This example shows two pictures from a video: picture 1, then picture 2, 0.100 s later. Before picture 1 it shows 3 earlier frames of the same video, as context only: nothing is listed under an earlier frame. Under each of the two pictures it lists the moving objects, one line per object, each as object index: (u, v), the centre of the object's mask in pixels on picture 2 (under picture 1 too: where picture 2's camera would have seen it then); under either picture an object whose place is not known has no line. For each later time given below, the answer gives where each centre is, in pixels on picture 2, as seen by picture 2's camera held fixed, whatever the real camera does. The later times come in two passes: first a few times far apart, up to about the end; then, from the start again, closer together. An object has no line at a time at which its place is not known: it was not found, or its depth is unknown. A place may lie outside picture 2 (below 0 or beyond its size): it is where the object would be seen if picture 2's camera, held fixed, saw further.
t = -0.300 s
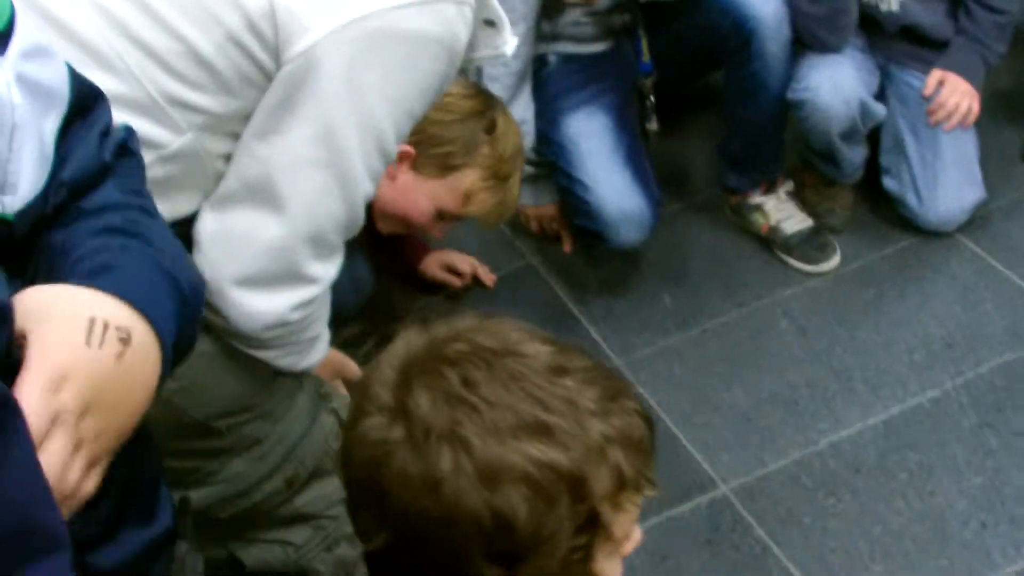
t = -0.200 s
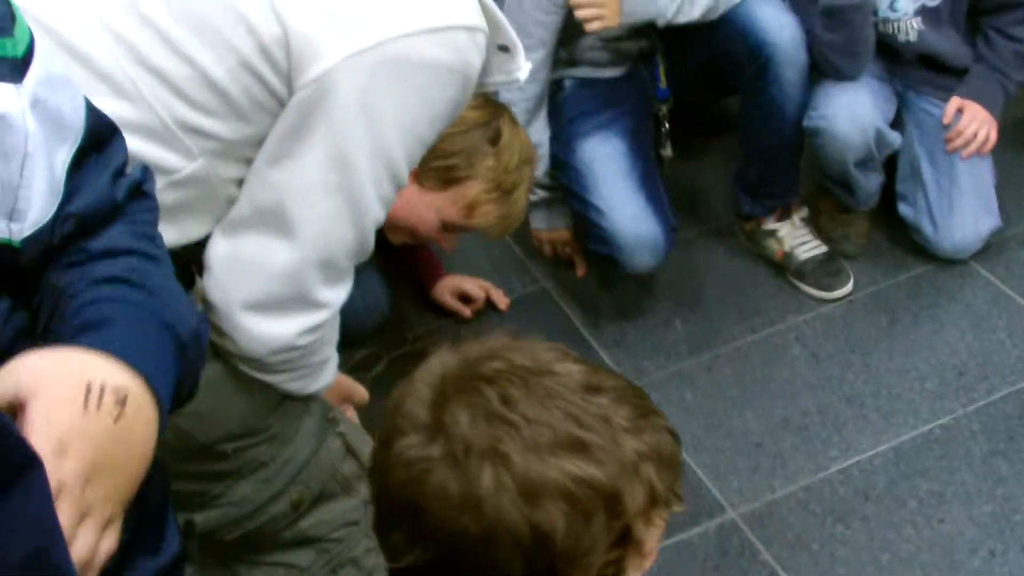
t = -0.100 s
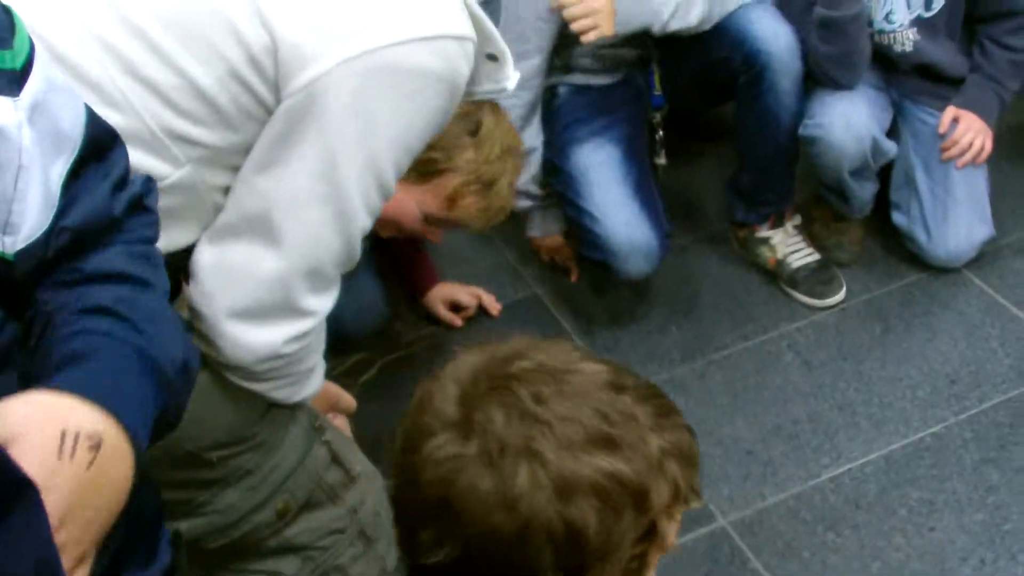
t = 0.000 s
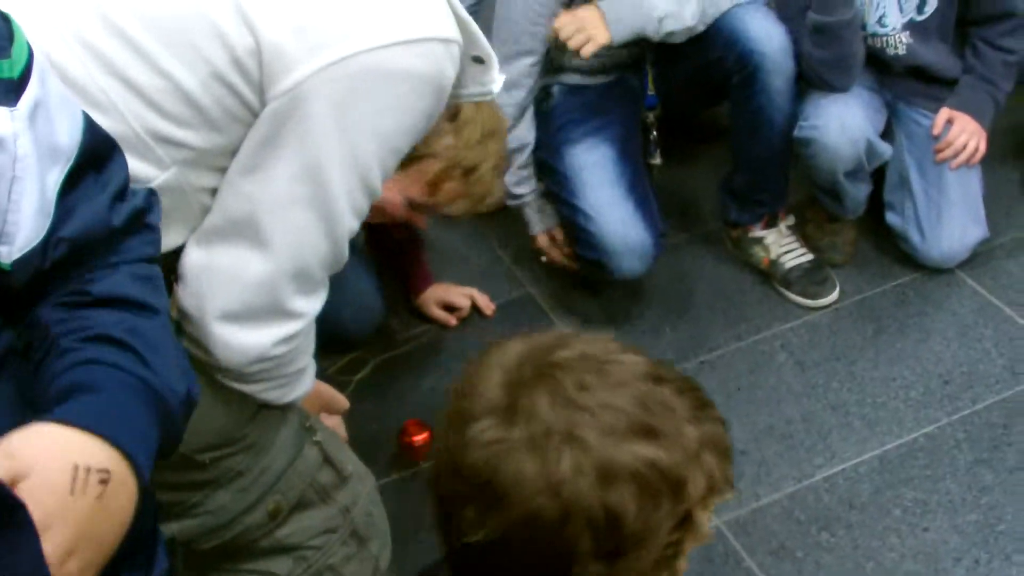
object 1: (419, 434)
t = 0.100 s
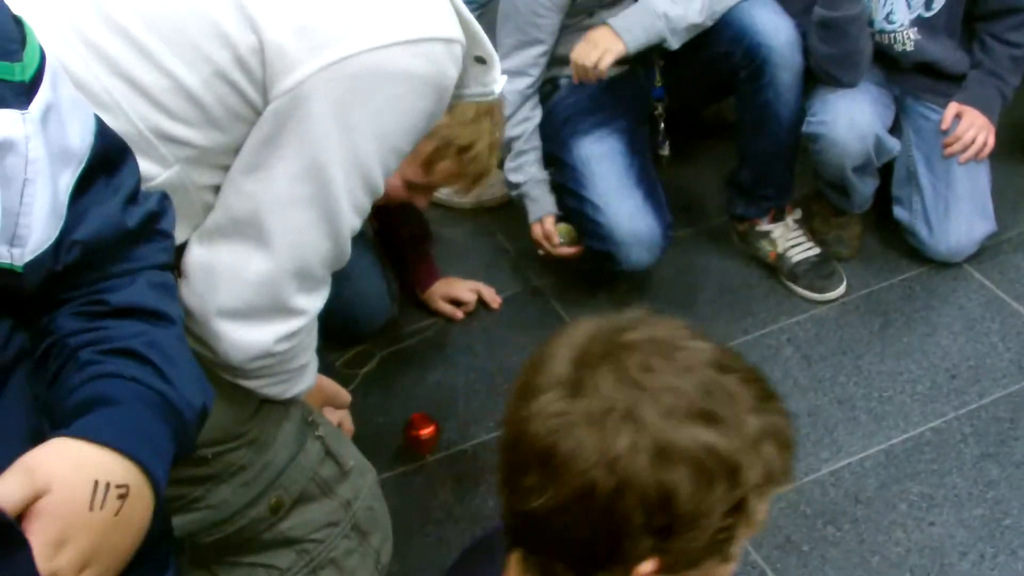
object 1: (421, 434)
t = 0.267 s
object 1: (426, 432)
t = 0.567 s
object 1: (425, 433)
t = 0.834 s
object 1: (425, 437)
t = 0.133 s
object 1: (421, 434)
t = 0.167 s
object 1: (422, 434)
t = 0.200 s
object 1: (424, 433)
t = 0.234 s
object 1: (425, 433)
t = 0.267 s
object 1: (426, 432)
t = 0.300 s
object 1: (428, 431)
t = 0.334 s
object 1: (428, 430)
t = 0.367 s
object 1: (429, 430)
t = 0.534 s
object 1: (424, 432)
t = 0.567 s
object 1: (425, 433)
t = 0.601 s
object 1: (425, 434)
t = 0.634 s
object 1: (425, 434)
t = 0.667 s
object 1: (424, 434)
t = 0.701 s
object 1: (424, 434)
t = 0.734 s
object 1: (423, 435)
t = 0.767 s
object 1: (424, 436)
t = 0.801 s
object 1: (425, 437)
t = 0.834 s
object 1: (425, 437)
